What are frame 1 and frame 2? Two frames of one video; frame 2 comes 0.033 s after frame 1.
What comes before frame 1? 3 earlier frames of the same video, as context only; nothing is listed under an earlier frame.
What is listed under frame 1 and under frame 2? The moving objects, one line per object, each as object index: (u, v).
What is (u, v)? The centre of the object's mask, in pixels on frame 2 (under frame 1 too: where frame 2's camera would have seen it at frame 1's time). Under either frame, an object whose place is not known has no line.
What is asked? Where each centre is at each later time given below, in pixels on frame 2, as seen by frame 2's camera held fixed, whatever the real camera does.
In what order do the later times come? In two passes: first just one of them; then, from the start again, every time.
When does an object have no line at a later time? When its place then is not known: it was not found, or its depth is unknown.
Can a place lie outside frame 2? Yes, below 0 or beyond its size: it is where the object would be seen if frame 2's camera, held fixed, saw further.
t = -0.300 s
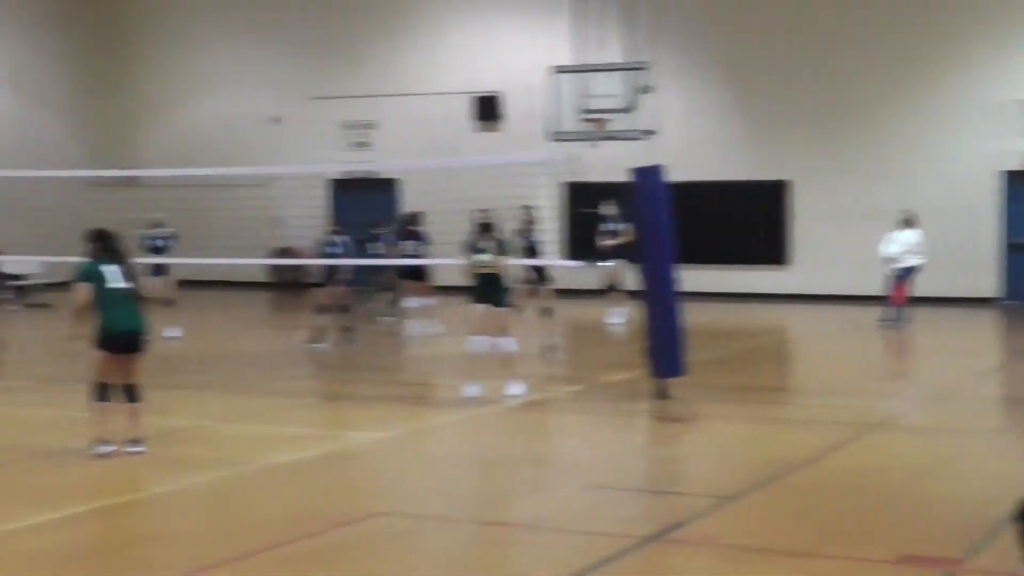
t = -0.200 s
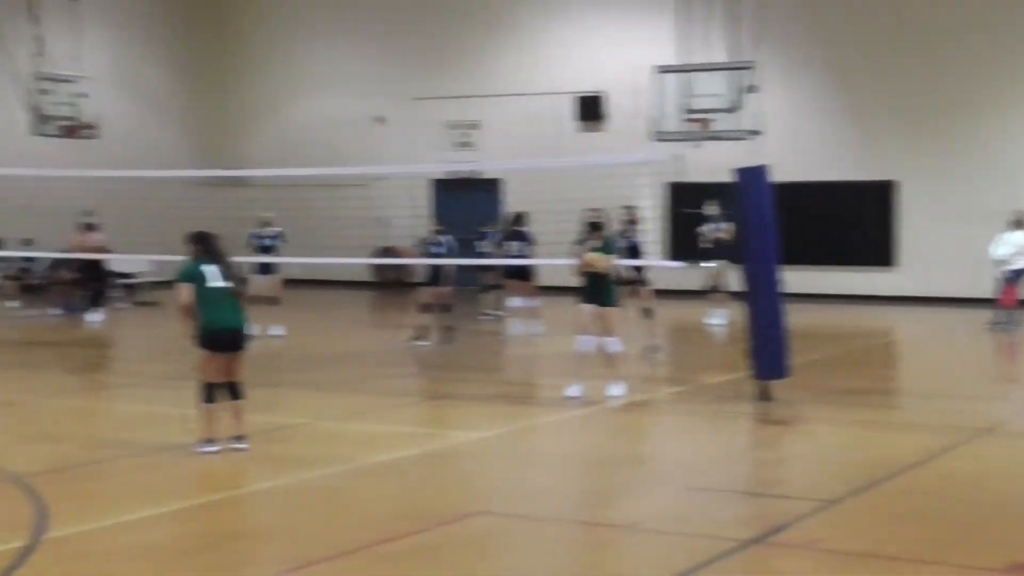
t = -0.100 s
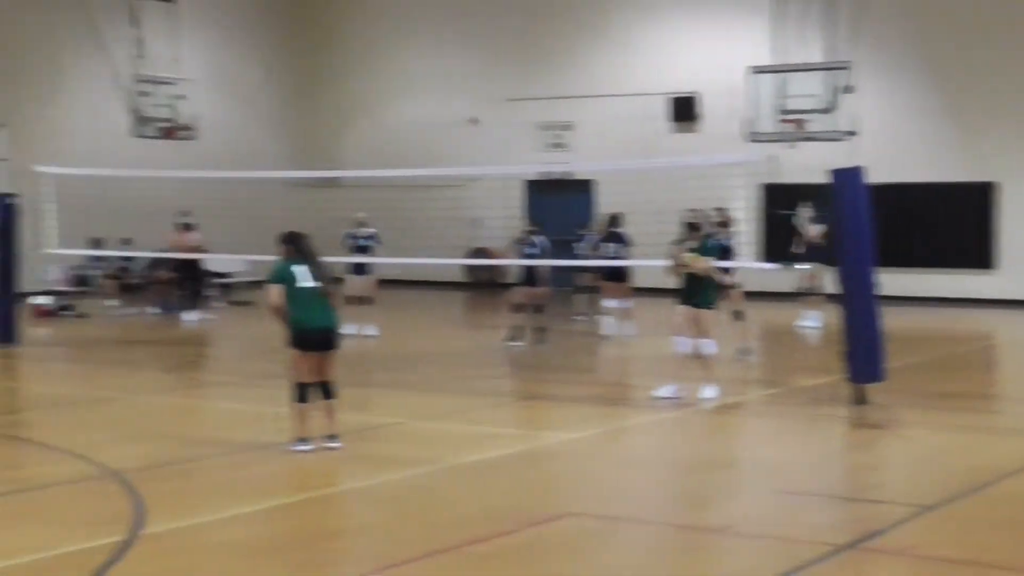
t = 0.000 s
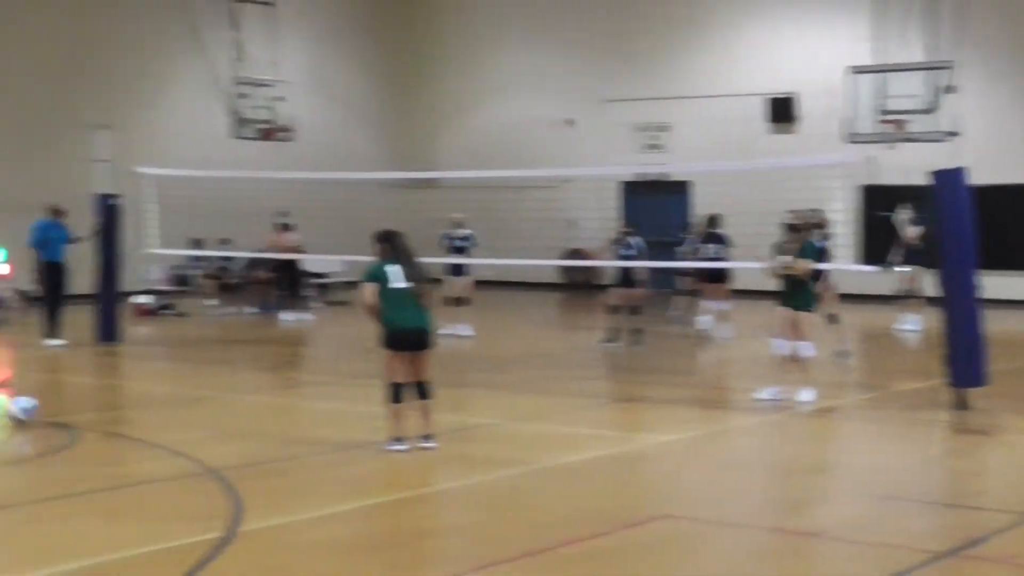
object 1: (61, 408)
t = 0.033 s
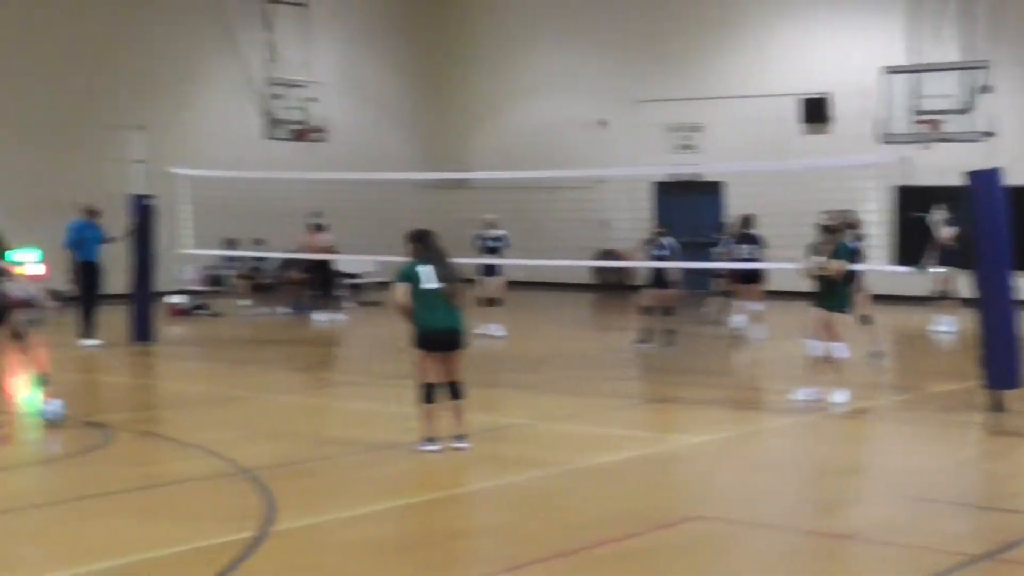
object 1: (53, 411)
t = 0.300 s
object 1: (-24, 429)
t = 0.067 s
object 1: (43, 412)
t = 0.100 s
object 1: (30, 413)
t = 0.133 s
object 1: (21, 417)
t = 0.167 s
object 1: (11, 418)
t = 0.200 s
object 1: (-1, 421)
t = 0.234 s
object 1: (-10, 423)
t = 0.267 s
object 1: (-20, 427)
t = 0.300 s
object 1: (-24, 429)
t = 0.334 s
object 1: (-32, 430)
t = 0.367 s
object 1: (-42, 430)
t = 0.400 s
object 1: (-49, 432)
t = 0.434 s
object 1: (-56, 435)
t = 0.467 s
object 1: (-65, 436)
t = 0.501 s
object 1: (-75, 438)
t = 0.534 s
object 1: (-83, 440)
